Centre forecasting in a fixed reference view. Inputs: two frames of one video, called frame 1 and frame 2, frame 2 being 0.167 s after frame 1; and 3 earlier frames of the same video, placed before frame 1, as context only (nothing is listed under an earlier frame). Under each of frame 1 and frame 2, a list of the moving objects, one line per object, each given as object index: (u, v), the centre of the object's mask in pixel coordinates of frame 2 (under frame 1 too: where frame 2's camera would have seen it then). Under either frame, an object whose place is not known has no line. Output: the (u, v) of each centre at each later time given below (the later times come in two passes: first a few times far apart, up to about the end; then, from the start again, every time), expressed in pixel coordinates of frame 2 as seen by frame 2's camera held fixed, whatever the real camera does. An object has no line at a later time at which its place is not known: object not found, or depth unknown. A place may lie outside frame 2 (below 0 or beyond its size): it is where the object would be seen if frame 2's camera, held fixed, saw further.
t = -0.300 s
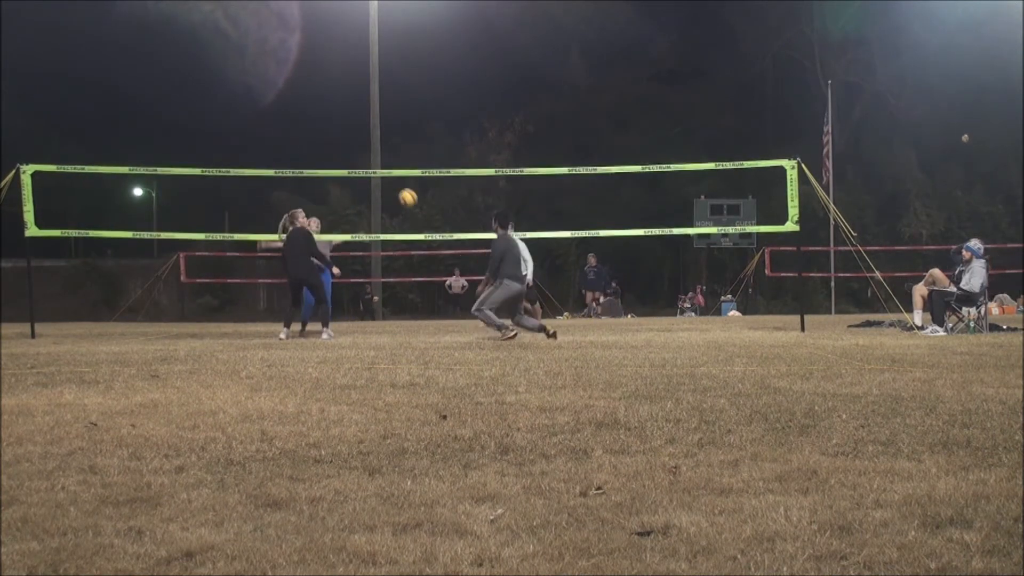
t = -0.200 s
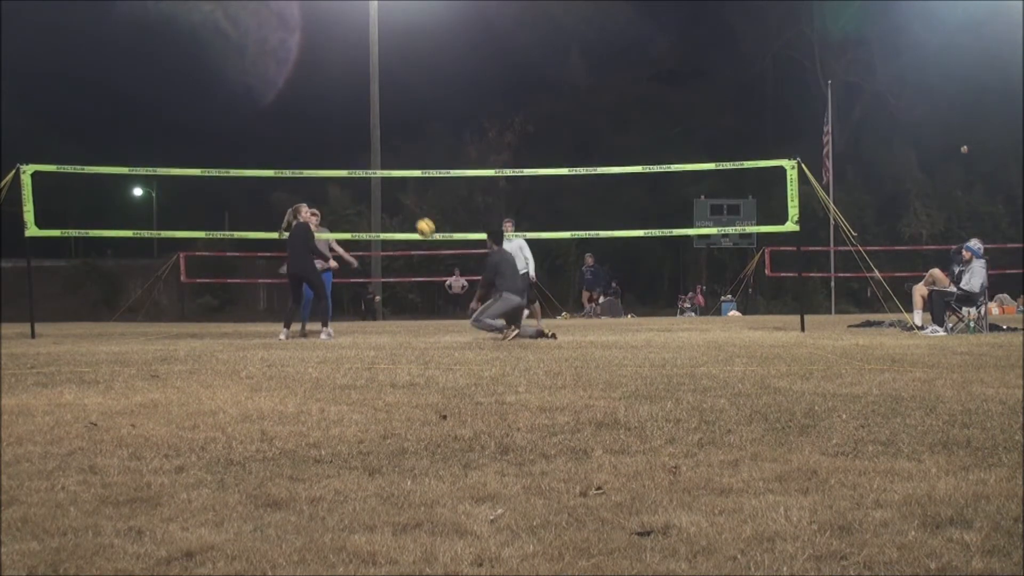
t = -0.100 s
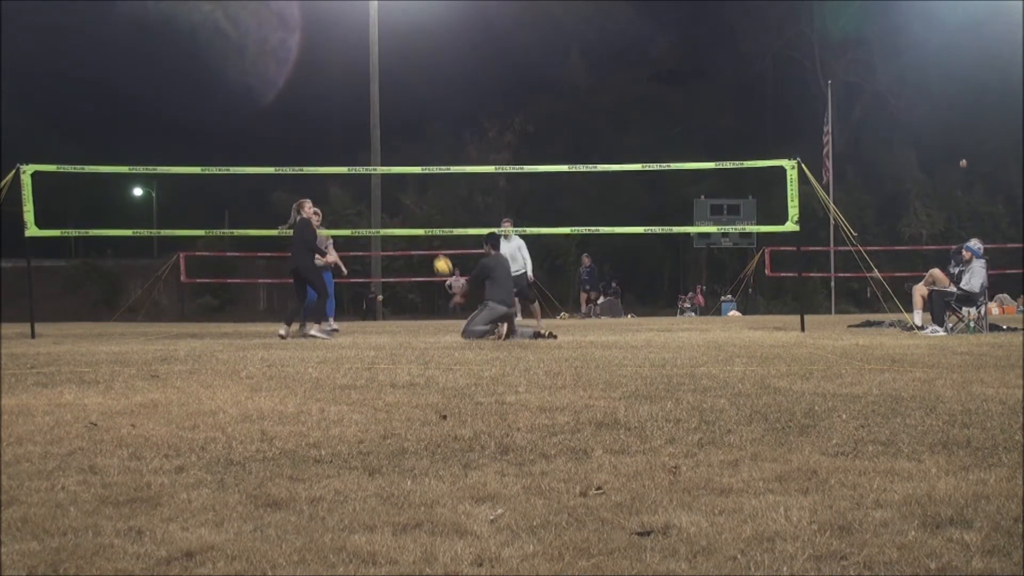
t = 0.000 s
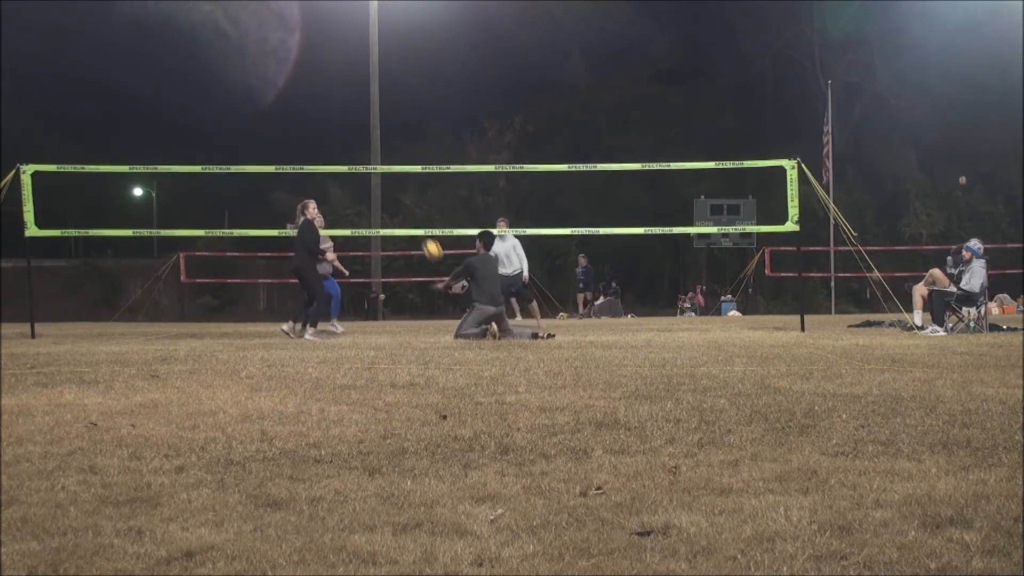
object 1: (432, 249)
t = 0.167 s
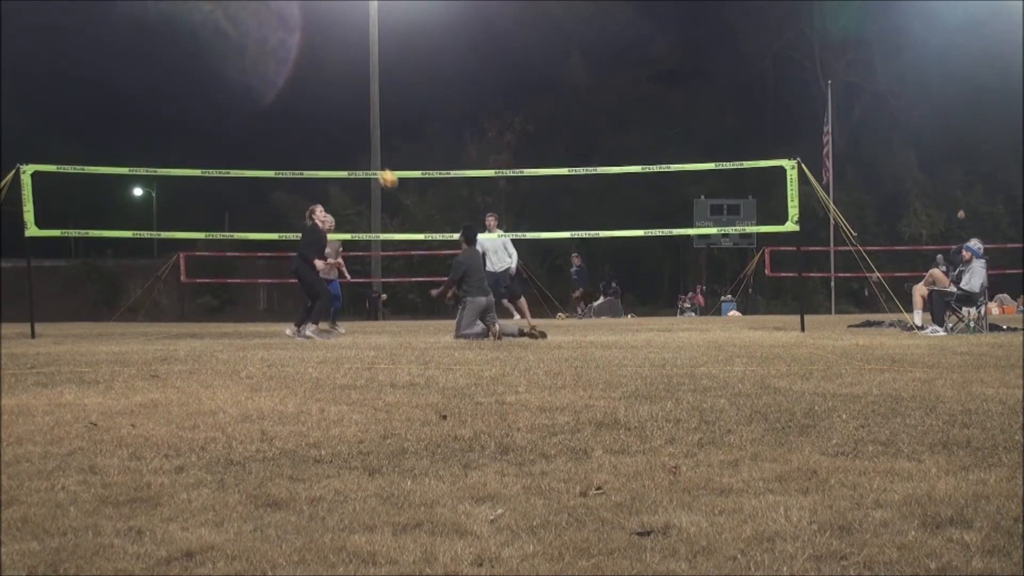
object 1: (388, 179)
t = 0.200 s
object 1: (380, 167)
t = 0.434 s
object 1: (322, 116)
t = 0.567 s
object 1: (291, 108)
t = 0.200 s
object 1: (380, 167)
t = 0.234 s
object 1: (371, 157)
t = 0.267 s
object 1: (362, 148)
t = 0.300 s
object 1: (354, 140)
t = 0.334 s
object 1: (346, 132)
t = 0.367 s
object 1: (338, 125)
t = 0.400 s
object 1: (330, 120)
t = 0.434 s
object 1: (322, 116)
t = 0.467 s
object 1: (314, 112)
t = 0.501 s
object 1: (306, 110)
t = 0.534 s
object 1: (298, 108)
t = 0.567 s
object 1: (291, 108)
